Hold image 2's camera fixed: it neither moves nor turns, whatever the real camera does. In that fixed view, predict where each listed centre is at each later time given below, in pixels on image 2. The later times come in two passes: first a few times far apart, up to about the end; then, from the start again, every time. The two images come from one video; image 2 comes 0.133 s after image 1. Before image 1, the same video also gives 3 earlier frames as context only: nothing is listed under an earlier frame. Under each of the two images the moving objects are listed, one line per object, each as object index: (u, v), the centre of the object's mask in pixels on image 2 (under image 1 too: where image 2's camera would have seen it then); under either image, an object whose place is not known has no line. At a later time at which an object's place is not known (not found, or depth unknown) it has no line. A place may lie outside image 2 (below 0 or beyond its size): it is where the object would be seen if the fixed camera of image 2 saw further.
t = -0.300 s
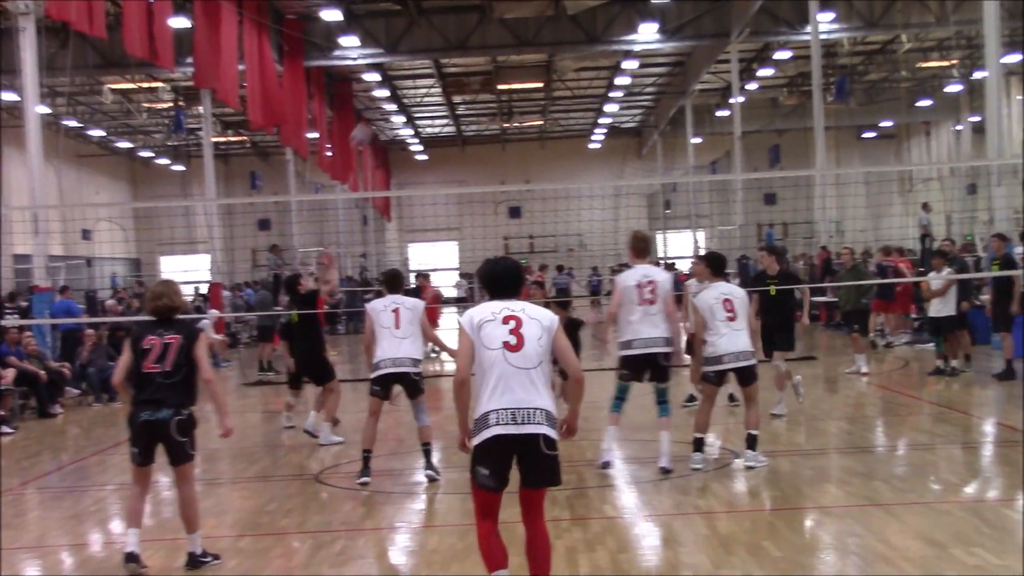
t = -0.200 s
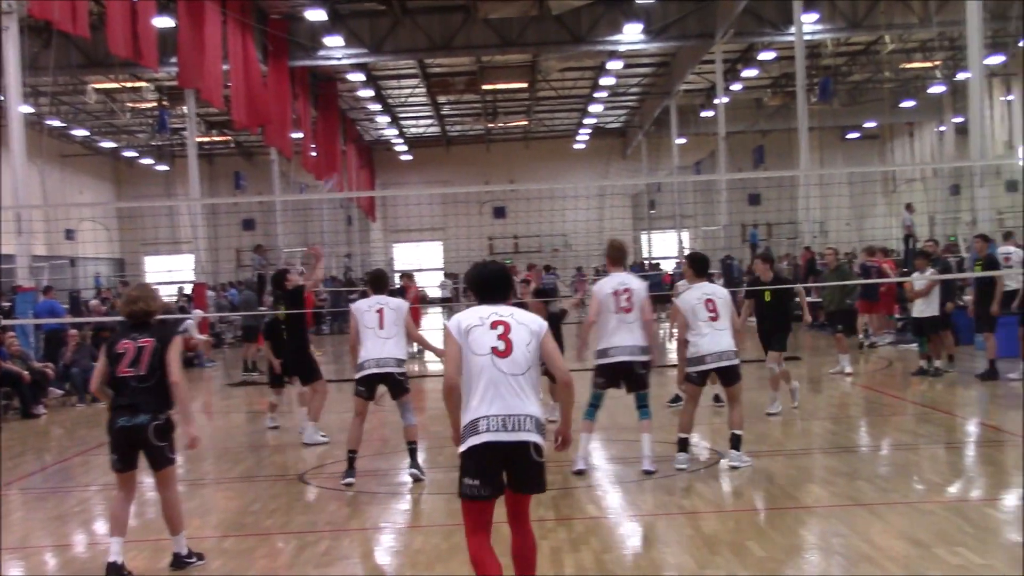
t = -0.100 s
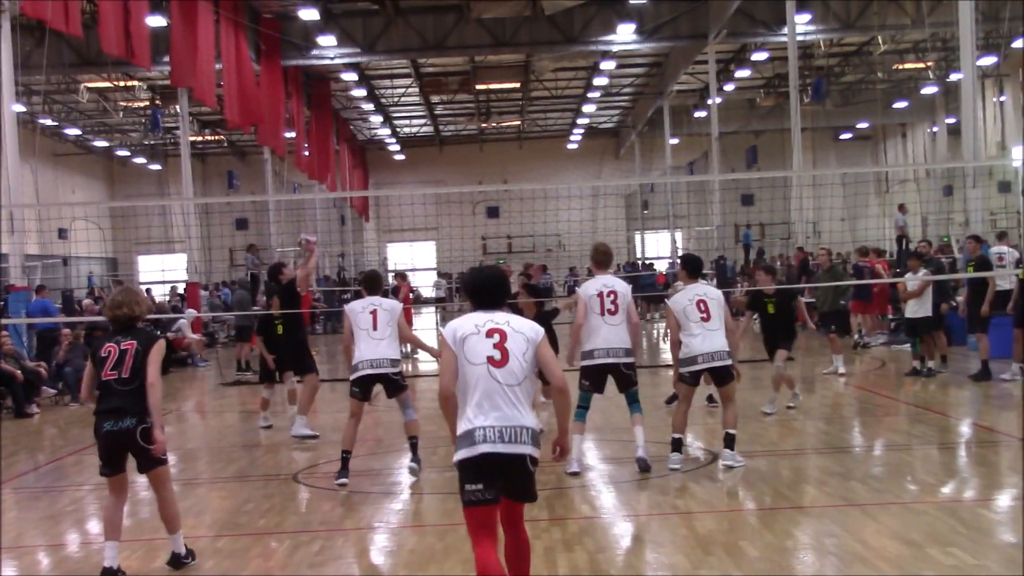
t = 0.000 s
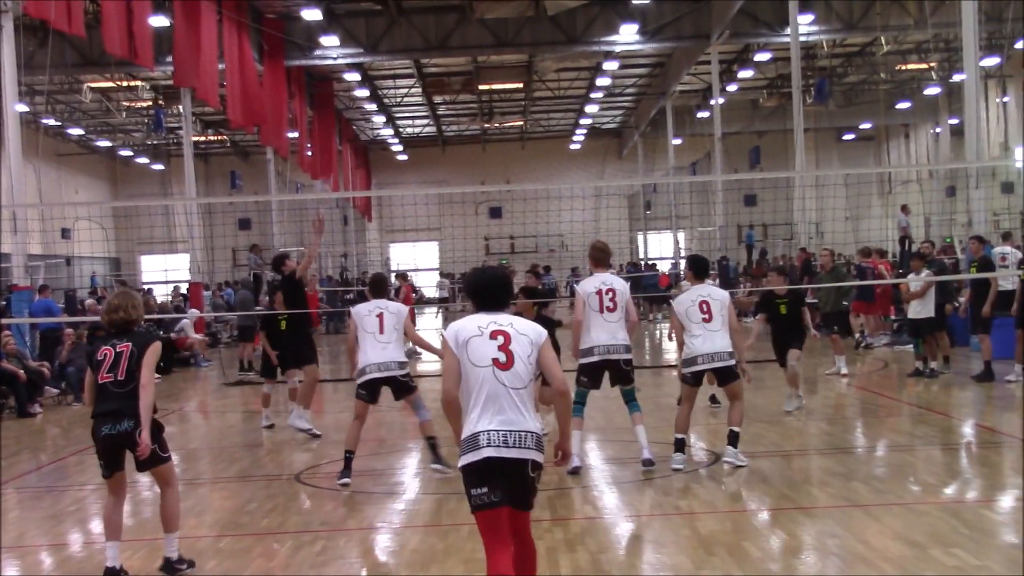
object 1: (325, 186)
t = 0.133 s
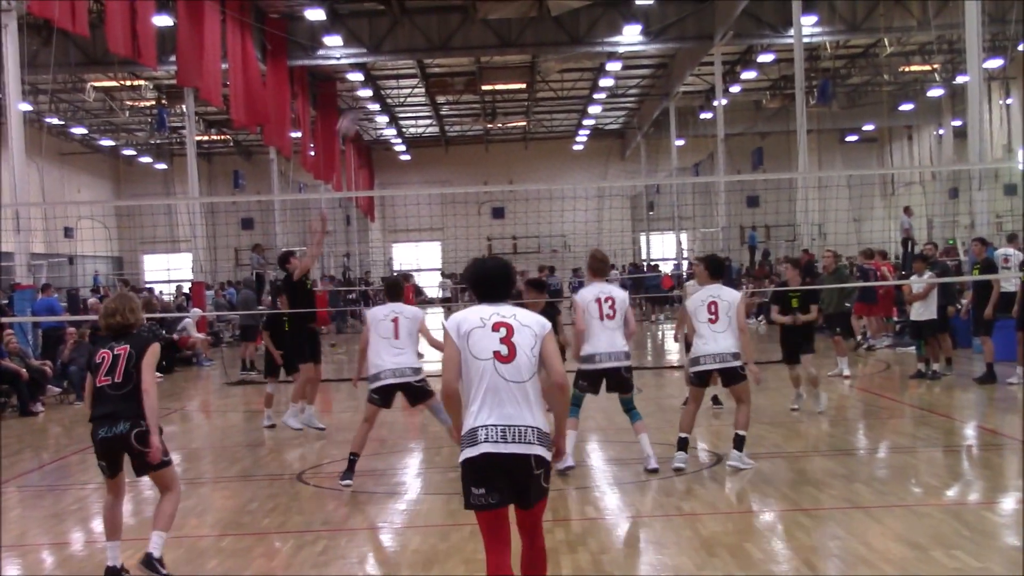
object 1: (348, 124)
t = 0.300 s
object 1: (375, 68)
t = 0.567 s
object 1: (420, 28)
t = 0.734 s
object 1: (450, 36)
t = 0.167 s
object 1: (352, 112)
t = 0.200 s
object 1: (357, 101)
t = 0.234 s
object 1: (366, 88)
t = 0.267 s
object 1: (370, 76)
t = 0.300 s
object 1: (375, 68)
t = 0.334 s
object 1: (380, 59)
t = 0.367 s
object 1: (385, 51)
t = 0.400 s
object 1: (391, 44)
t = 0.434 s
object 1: (396, 39)
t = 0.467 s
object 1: (402, 34)
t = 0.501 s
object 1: (408, 31)
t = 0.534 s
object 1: (414, 29)
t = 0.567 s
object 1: (420, 28)
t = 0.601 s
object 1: (426, 28)
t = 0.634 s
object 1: (431, 28)
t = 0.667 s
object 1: (438, 30)
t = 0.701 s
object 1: (444, 32)
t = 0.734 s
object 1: (450, 36)
